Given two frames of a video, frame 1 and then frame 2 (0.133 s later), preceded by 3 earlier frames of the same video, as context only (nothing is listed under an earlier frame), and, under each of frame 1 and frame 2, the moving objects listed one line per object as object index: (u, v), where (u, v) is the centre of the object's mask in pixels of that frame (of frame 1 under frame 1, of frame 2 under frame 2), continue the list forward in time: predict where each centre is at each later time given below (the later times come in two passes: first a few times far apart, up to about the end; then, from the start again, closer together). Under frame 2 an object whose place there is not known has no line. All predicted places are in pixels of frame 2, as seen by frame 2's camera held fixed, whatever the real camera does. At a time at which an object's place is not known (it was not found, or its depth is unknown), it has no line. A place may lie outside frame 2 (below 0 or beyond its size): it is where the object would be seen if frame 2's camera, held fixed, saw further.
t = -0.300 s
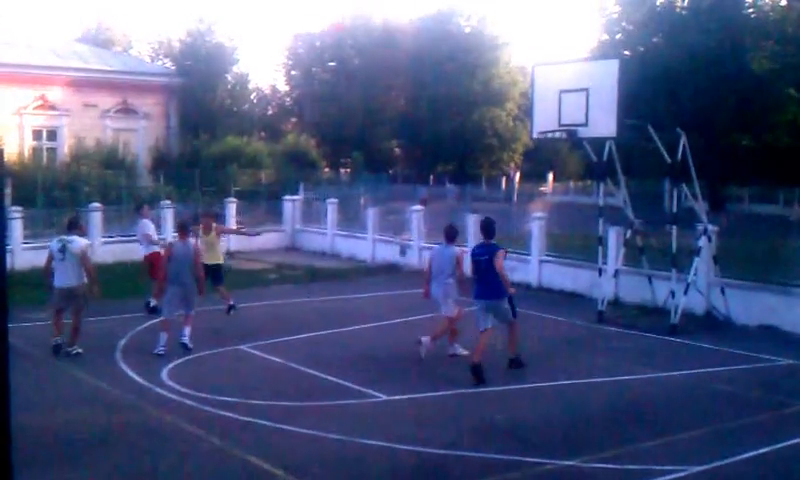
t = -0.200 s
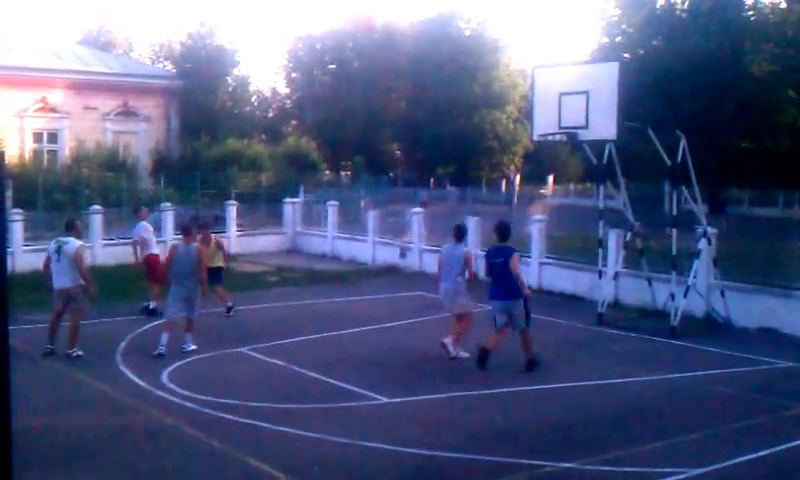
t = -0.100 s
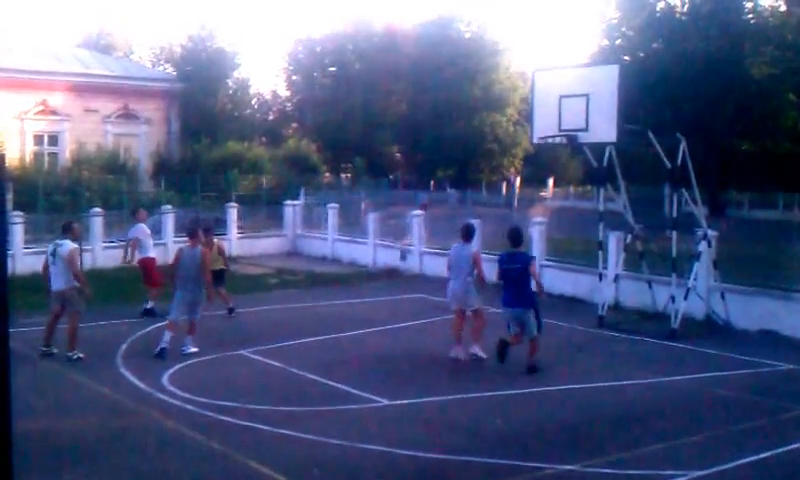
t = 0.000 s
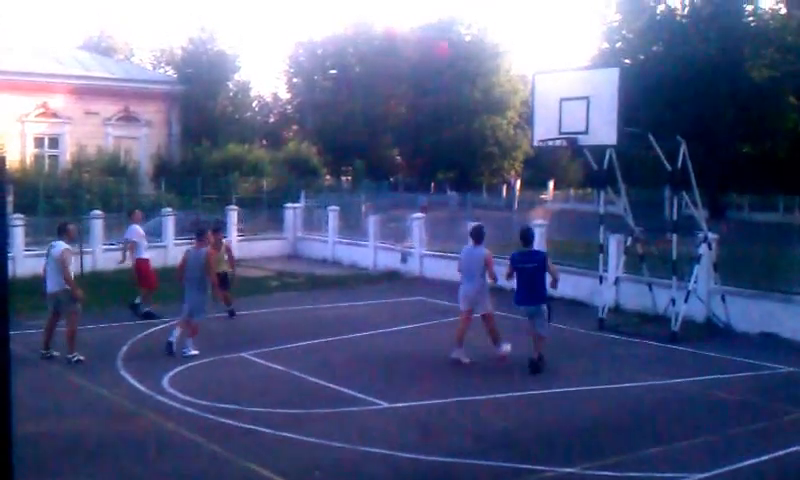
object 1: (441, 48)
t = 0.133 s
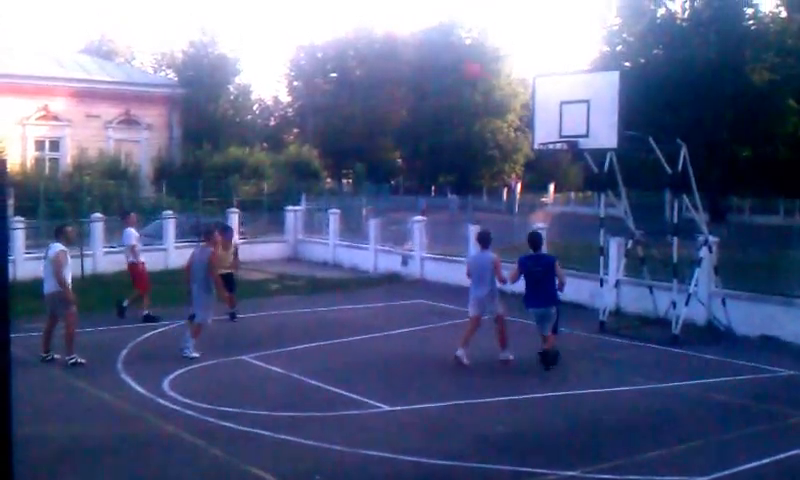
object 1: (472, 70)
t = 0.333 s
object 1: (535, 132)
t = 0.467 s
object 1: (540, 119)
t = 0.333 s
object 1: (535, 132)
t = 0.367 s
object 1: (538, 134)
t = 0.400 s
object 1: (539, 128)
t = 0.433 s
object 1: (539, 123)
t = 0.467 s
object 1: (540, 119)
